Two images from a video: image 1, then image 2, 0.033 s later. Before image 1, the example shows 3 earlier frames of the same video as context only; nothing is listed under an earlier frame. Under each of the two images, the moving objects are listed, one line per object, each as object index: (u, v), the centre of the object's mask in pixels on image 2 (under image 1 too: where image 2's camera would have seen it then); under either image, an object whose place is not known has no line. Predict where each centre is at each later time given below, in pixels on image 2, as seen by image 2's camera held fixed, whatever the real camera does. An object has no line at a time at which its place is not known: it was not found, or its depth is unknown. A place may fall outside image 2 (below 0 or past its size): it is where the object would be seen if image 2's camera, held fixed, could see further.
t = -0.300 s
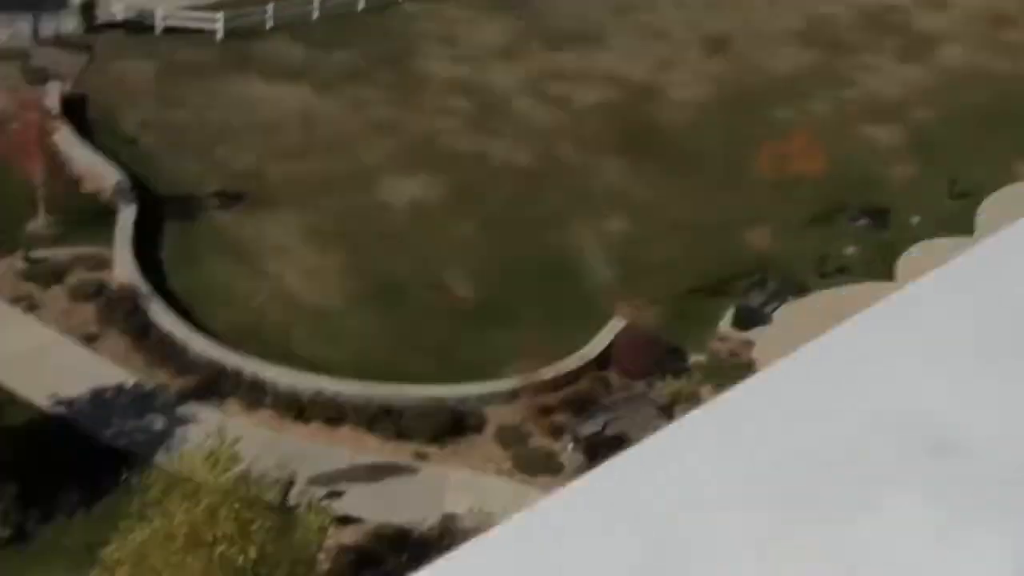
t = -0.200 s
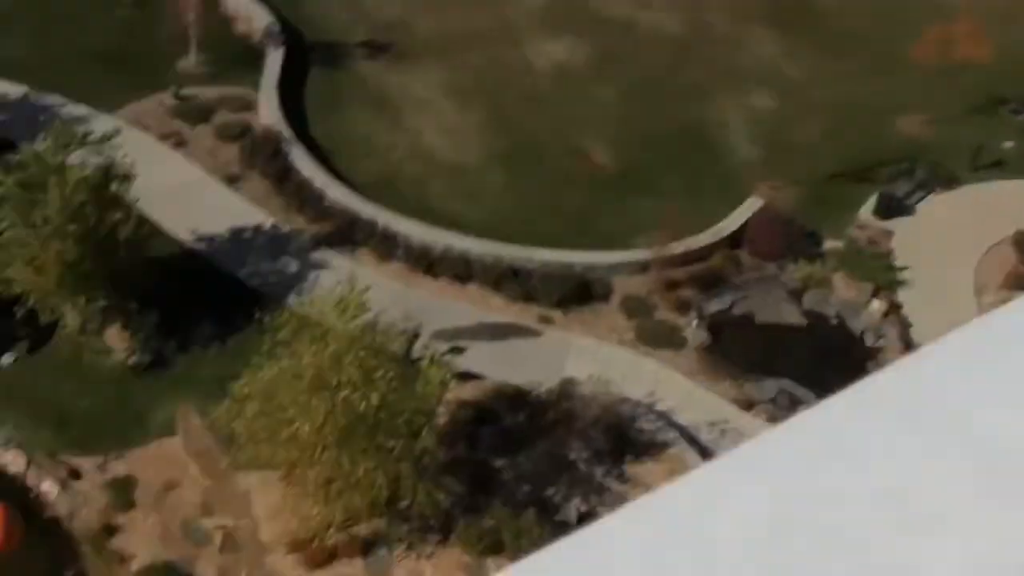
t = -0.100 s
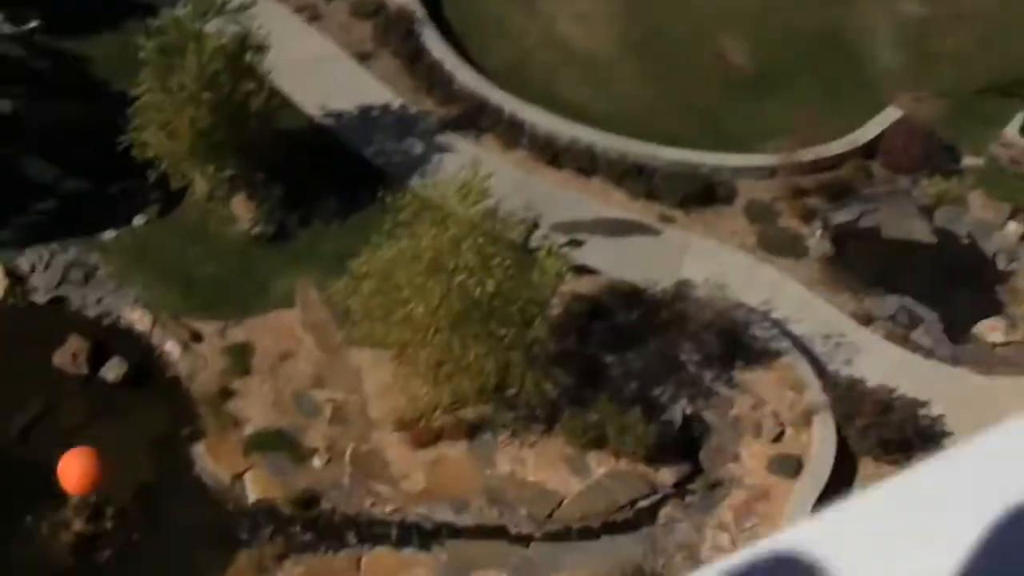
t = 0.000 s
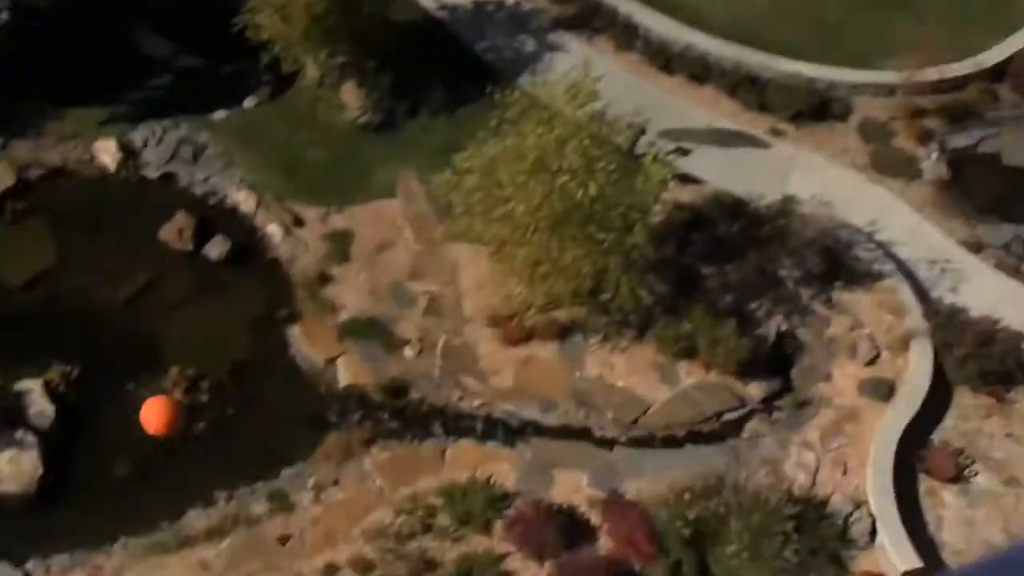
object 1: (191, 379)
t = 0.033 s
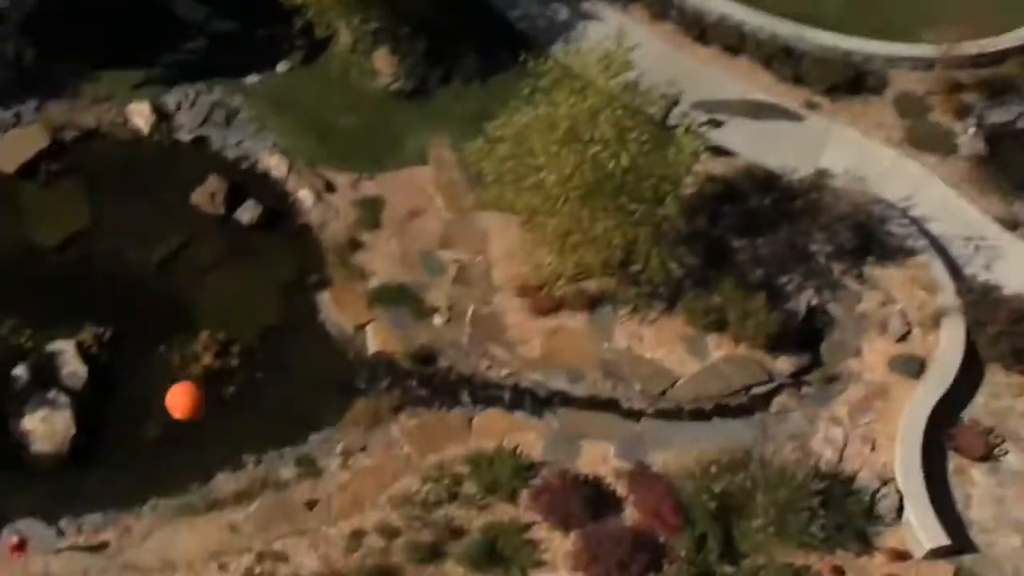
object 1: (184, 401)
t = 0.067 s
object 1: (177, 422)
